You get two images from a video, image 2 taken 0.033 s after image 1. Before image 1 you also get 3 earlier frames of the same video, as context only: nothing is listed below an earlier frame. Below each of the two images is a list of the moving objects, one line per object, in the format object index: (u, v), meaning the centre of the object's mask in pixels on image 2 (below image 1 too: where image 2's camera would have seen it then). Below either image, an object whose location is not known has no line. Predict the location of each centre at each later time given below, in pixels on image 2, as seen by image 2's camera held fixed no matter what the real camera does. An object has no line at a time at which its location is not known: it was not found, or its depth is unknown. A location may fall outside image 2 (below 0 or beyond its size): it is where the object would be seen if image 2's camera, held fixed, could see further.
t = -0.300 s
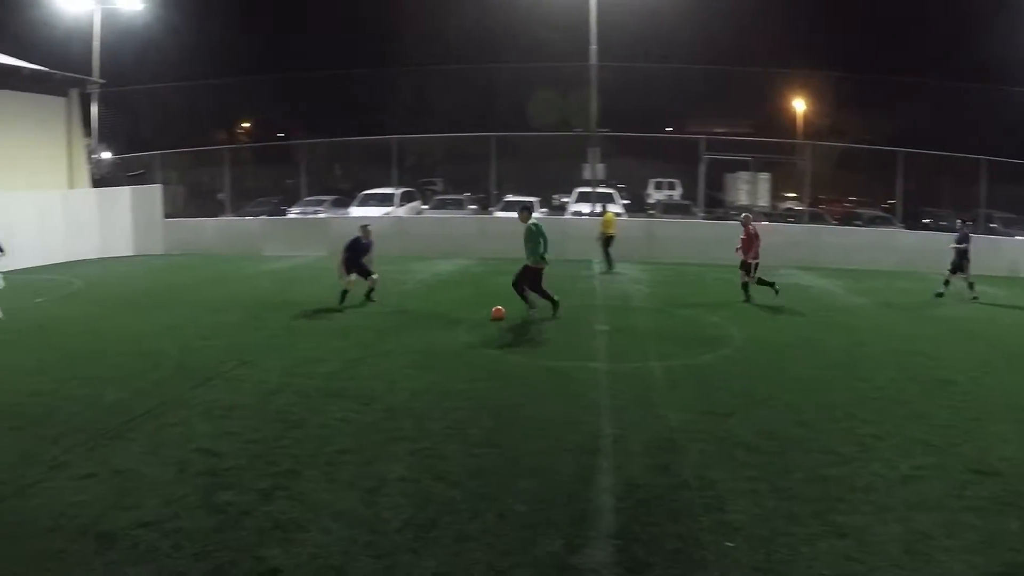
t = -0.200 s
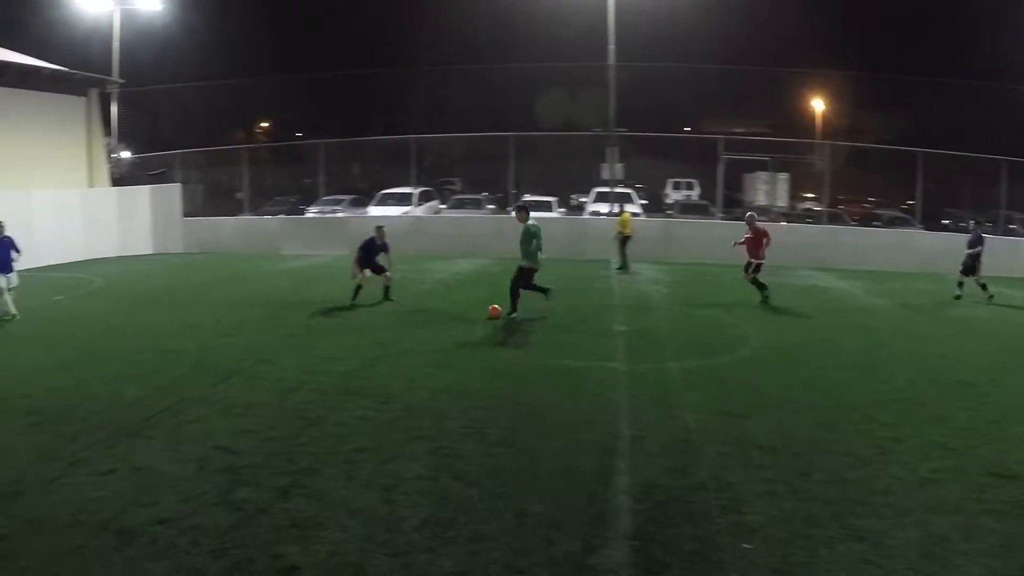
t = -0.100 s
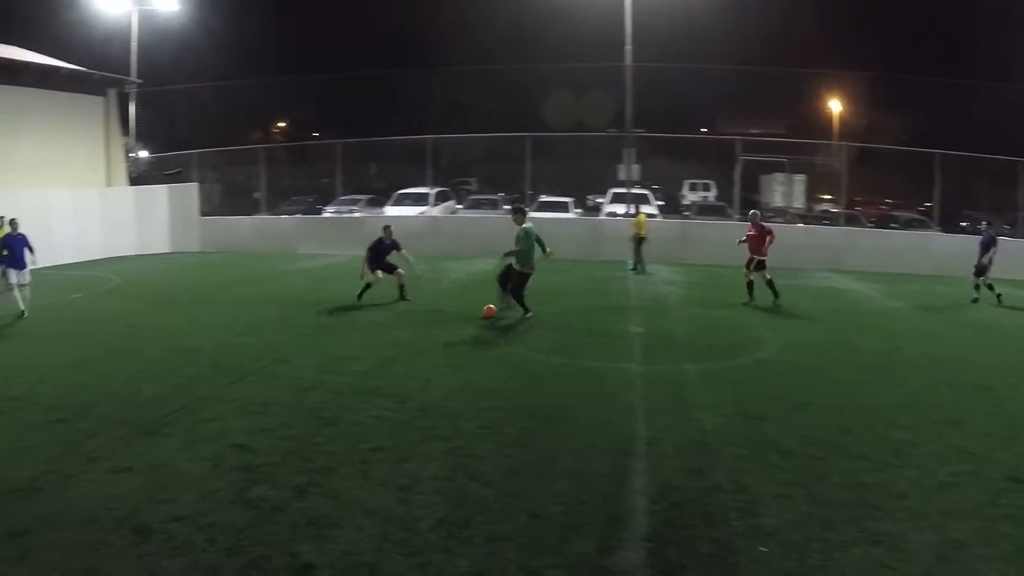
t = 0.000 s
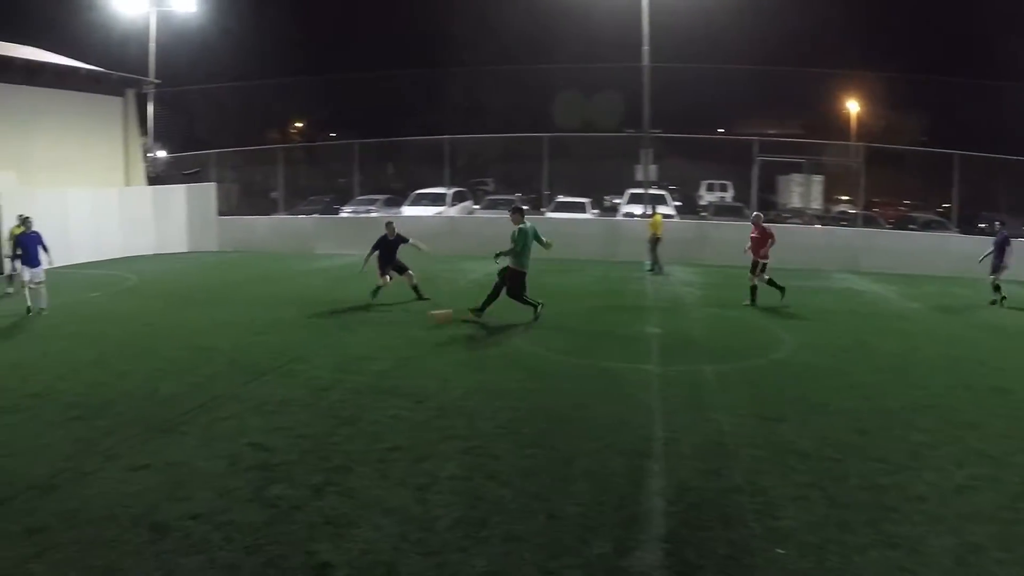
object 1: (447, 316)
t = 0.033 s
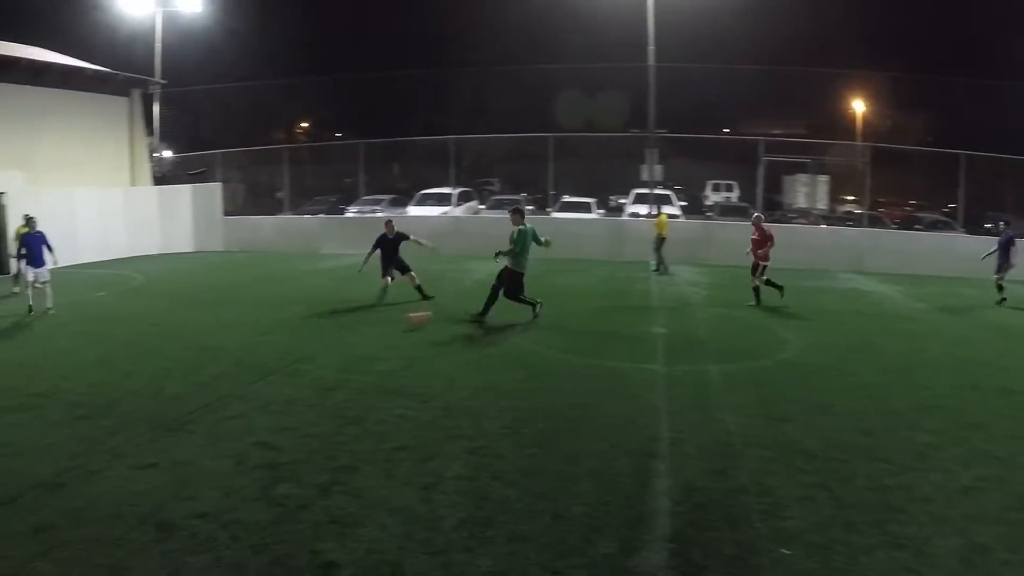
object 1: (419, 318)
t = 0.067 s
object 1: (390, 322)
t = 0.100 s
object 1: (359, 327)
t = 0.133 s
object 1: (329, 333)
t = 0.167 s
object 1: (302, 336)
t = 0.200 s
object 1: (273, 339)
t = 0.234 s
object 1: (242, 343)
